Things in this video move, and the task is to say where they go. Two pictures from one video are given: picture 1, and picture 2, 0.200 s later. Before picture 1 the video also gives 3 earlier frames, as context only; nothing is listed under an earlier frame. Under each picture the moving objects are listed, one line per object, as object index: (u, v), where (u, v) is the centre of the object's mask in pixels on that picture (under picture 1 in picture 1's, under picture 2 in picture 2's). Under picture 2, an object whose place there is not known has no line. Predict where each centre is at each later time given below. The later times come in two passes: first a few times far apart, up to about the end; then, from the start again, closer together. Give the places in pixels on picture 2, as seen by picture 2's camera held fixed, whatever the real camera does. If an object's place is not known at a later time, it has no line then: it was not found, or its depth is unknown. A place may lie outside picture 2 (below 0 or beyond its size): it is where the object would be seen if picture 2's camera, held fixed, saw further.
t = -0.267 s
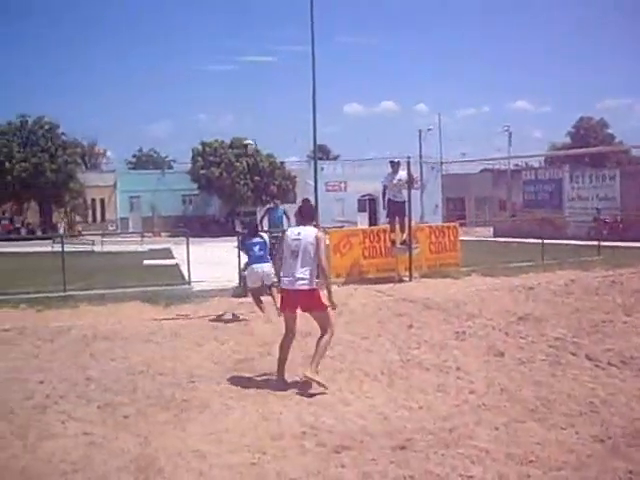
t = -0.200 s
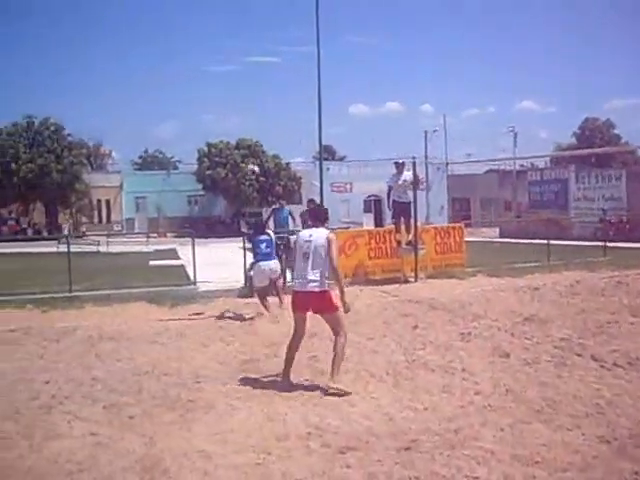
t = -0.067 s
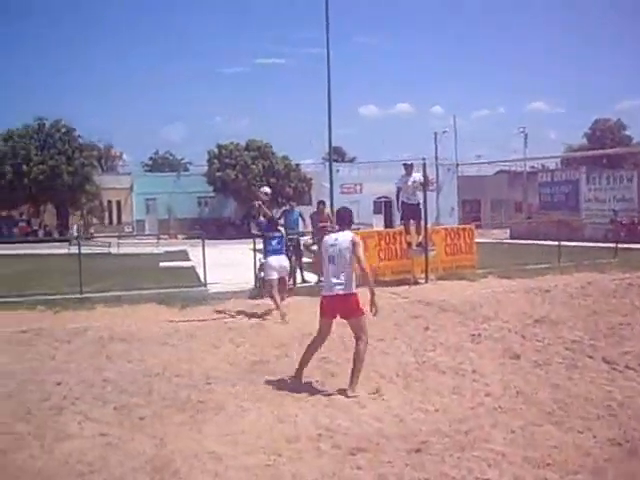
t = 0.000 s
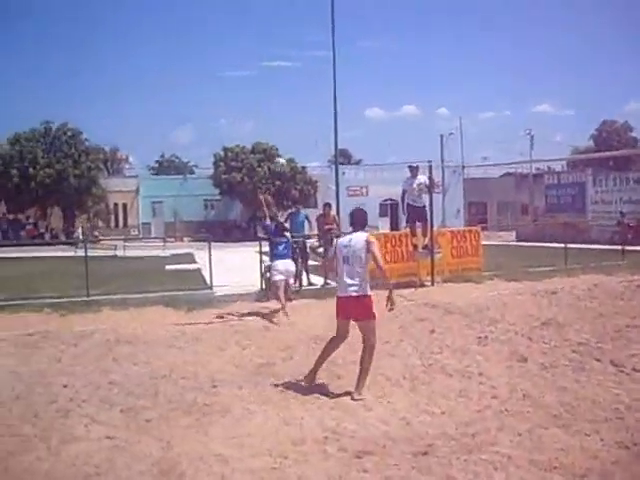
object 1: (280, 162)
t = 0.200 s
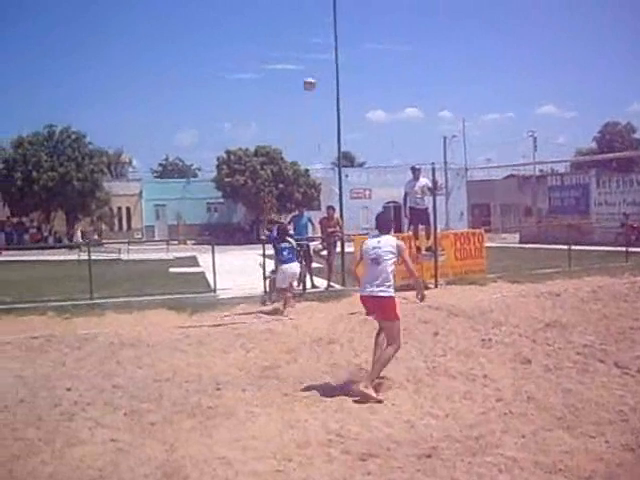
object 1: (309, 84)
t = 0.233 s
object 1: (314, 72)
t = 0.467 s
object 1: (346, 8)
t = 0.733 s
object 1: (389, -26)
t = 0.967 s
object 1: (429, -14)
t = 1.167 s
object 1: (466, 32)
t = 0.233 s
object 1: (314, 72)
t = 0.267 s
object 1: (318, 61)
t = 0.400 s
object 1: (337, 23)
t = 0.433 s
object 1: (342, 15)
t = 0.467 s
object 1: (346, 8)
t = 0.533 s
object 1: (357, -5)
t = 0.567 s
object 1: (362, -10)
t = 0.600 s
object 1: (367, -15)
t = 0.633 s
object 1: (372, -19)
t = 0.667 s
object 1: (378, -22)
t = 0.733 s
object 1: (389, -26)
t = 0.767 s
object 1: (394, -27)
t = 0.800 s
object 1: (400, -27)
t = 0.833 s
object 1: (406, -26)
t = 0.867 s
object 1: (412, -24)
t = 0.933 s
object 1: (423, -19)
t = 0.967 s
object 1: (429, -14)
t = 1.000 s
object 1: (435, -9)
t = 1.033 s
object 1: (441, -3)
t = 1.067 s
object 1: (447, 4)
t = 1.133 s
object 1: (460, 22)
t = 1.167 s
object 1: (466, 32)
